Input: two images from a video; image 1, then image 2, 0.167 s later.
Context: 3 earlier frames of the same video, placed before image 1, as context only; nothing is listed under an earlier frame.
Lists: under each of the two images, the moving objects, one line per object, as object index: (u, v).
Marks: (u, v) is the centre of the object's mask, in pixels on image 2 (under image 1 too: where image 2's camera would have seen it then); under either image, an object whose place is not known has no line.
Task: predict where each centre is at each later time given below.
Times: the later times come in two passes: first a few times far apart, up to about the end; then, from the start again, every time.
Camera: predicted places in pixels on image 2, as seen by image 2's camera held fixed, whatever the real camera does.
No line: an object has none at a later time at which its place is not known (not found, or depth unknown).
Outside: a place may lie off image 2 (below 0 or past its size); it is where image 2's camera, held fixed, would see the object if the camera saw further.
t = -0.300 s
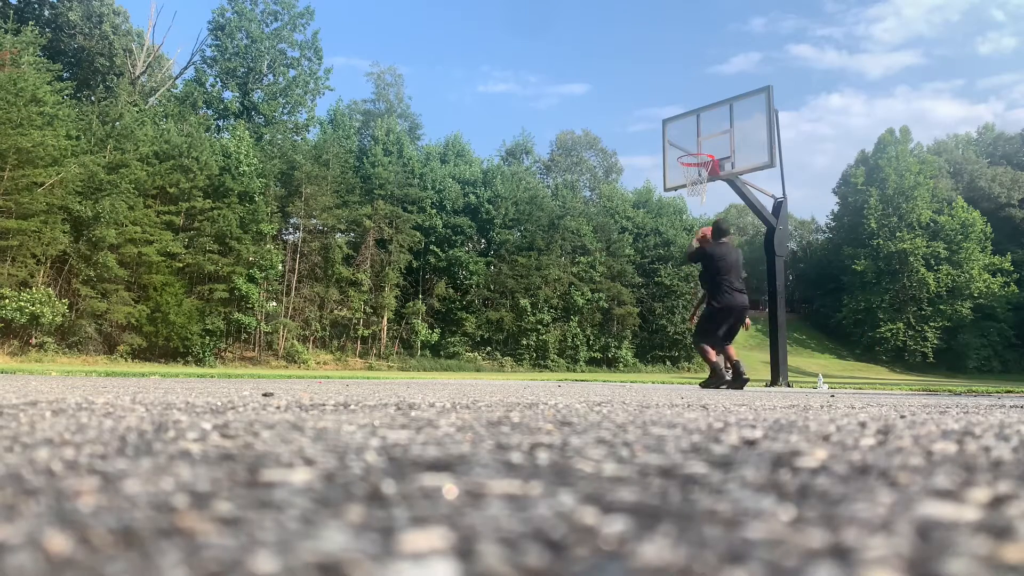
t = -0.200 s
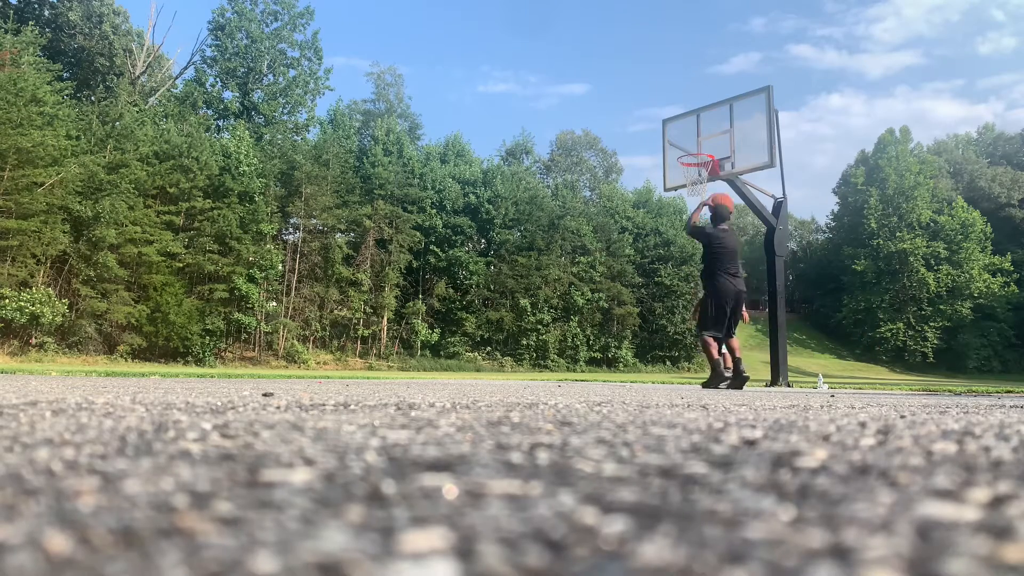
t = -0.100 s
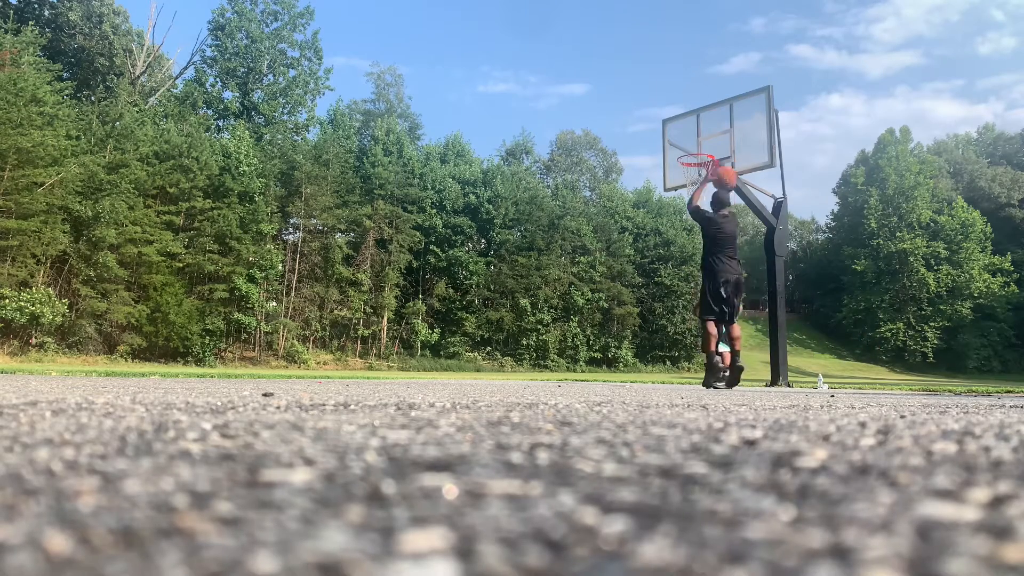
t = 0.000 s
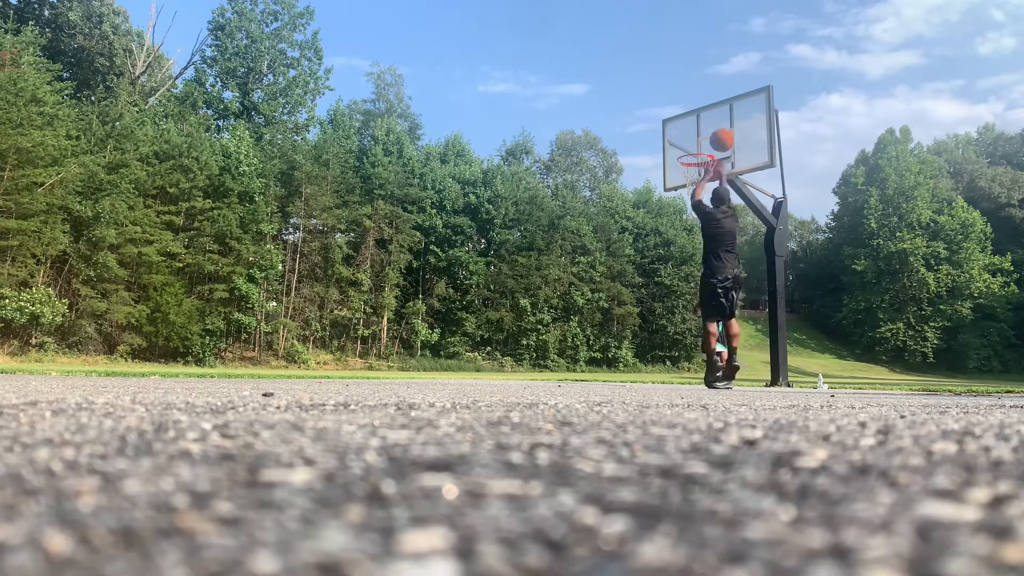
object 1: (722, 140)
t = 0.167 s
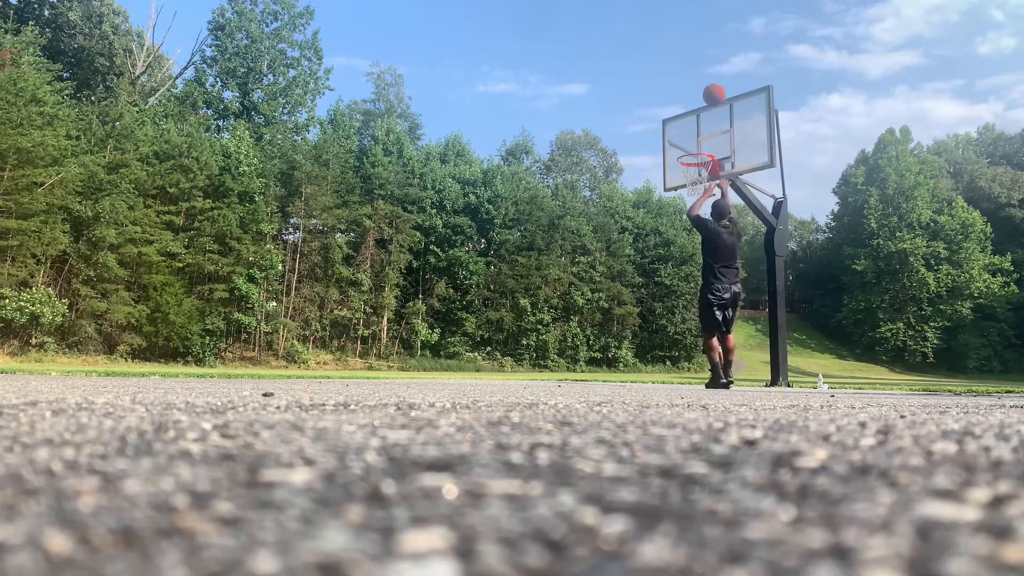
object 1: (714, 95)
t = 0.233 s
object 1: (711, 85)
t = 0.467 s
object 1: (704, 83)
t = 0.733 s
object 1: (697, 128)
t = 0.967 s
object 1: (700, 185)
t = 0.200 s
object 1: (713, 89)
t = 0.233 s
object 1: (711, 85)
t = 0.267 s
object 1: (710, 82)
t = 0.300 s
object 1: (709, 80)
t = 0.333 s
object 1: (708, 79)
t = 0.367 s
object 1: (707, 78)
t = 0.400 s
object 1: (706, 79)
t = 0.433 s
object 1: (705, 80)
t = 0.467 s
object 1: (704, 83)
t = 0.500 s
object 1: (703, 86)
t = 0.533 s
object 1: (702, 90)
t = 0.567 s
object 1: (701, 95)
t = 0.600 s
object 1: (700, 100)
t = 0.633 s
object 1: (699, 106)
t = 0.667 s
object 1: (699, 113)
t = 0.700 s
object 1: (698, 120)
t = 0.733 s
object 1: (697, 128)
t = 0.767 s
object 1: (696, 137)
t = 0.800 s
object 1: (696, 146)
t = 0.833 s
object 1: (695, 156)
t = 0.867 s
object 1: (694, 163)
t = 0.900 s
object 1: (696, 172)
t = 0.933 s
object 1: (699, 178)
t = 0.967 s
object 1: (700, 185)
